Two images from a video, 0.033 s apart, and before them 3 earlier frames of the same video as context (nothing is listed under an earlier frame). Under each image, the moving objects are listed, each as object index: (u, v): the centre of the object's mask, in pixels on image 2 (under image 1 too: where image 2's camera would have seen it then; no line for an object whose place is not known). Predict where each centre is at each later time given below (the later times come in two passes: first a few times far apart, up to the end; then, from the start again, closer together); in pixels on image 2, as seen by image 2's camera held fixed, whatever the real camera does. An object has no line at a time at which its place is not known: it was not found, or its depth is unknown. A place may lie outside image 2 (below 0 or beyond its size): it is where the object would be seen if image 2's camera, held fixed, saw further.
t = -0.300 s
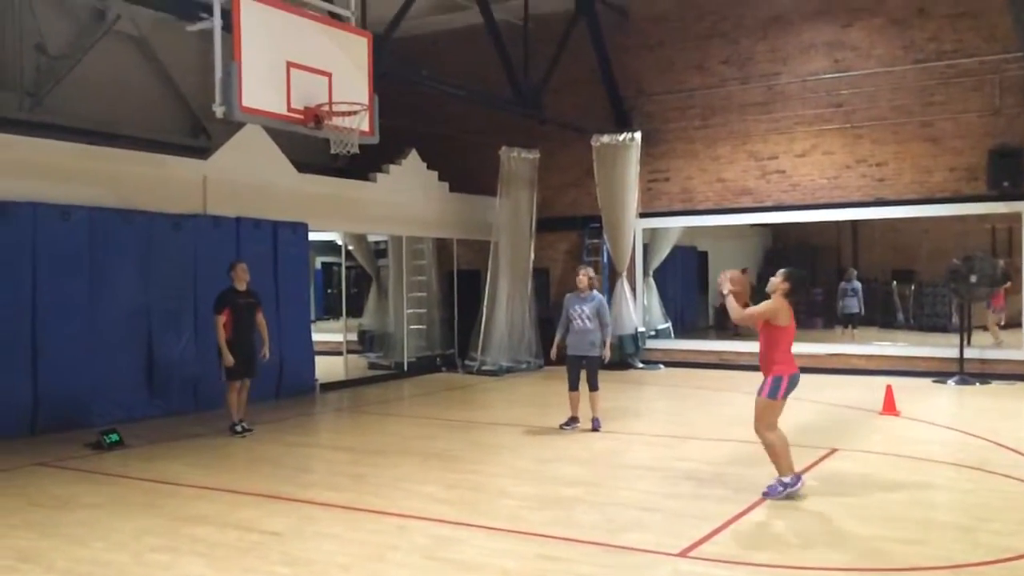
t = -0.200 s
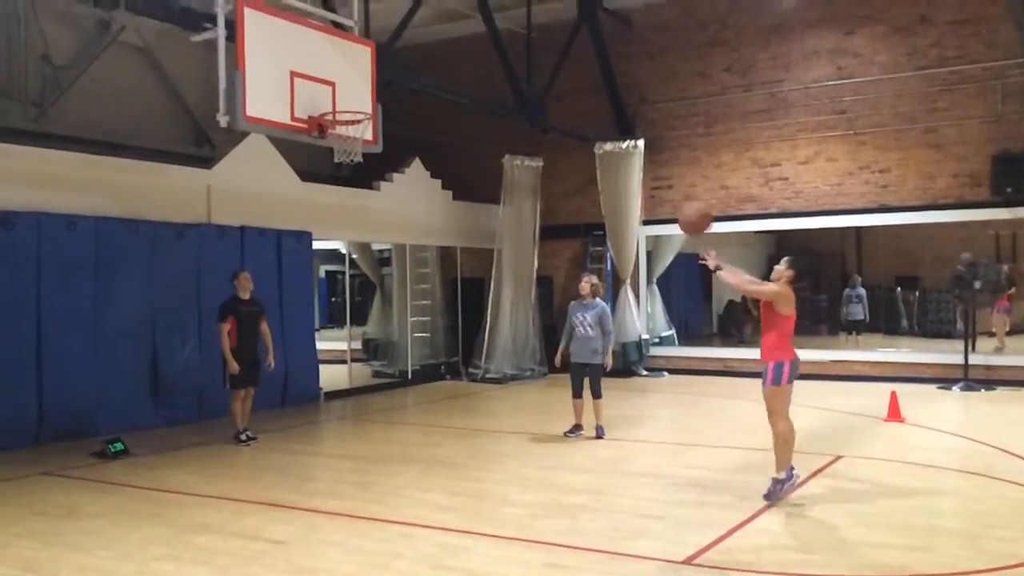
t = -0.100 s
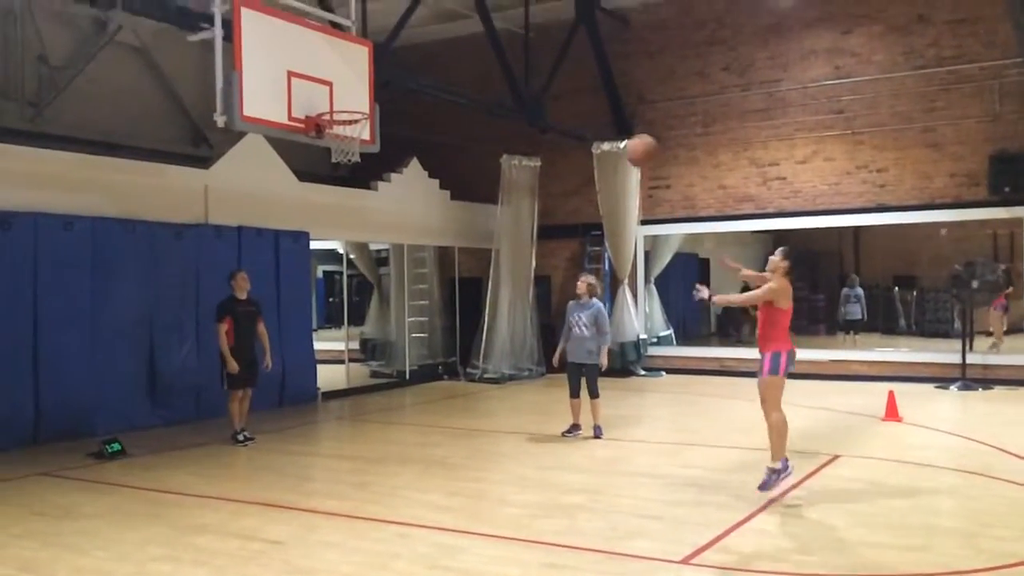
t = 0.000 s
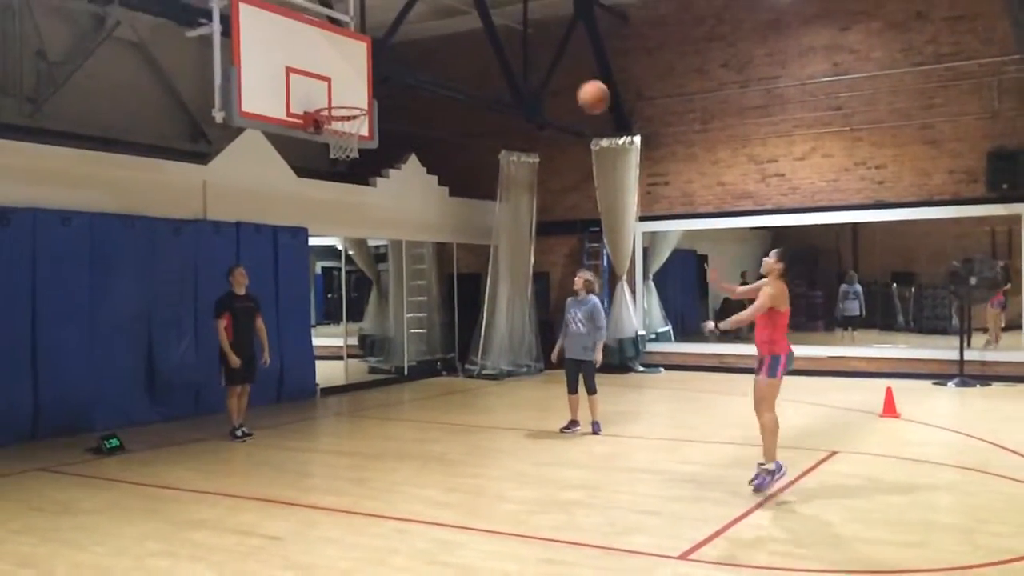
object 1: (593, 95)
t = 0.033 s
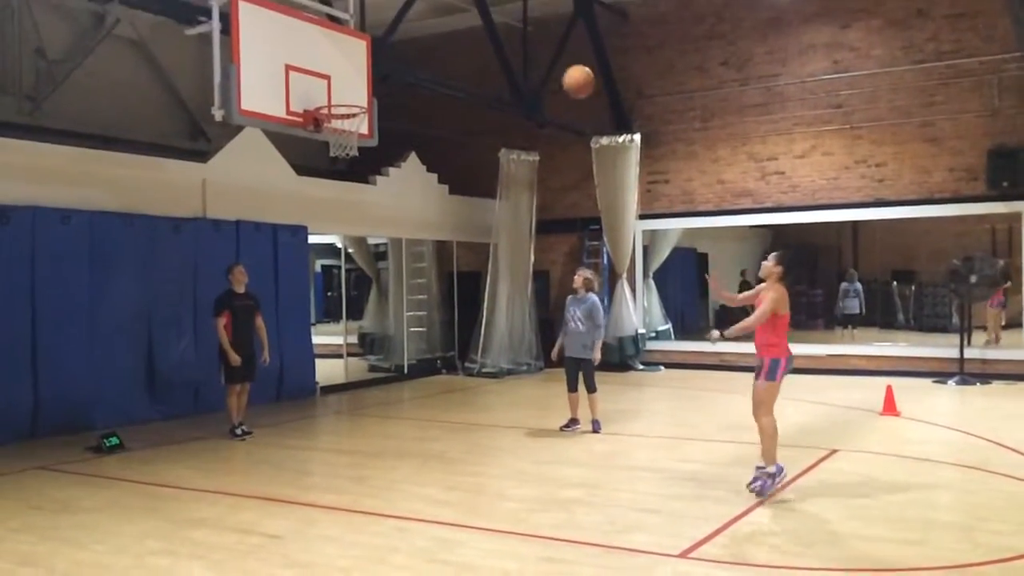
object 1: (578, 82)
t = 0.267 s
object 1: (482, 33)
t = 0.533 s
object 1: (388, 60)
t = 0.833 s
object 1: (333, 142)
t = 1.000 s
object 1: (343, 174)
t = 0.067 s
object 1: (564, 70)
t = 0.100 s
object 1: (550, 60)
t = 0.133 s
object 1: (536, 51)
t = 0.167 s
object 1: (522, 44)
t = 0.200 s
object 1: (509, 39)
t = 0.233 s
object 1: (495, 35)
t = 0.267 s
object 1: (482, 33)
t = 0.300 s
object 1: (470, 31)
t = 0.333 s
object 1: (459, 32)
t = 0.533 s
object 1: (388, 60)
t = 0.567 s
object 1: (376, 67)
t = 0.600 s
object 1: (366, 75)
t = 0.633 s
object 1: (355, 86)
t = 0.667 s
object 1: (344, 98)
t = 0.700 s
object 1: (334, 110)
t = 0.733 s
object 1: (328, 122)
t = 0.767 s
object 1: (324, 123)
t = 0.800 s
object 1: (331, 140)
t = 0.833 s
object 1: (333, 142)
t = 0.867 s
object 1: (336, 146)
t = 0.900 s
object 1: (336, 151)
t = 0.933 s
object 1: (339, 156)
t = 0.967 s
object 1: (341, 162)
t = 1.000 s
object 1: (343, 174)
